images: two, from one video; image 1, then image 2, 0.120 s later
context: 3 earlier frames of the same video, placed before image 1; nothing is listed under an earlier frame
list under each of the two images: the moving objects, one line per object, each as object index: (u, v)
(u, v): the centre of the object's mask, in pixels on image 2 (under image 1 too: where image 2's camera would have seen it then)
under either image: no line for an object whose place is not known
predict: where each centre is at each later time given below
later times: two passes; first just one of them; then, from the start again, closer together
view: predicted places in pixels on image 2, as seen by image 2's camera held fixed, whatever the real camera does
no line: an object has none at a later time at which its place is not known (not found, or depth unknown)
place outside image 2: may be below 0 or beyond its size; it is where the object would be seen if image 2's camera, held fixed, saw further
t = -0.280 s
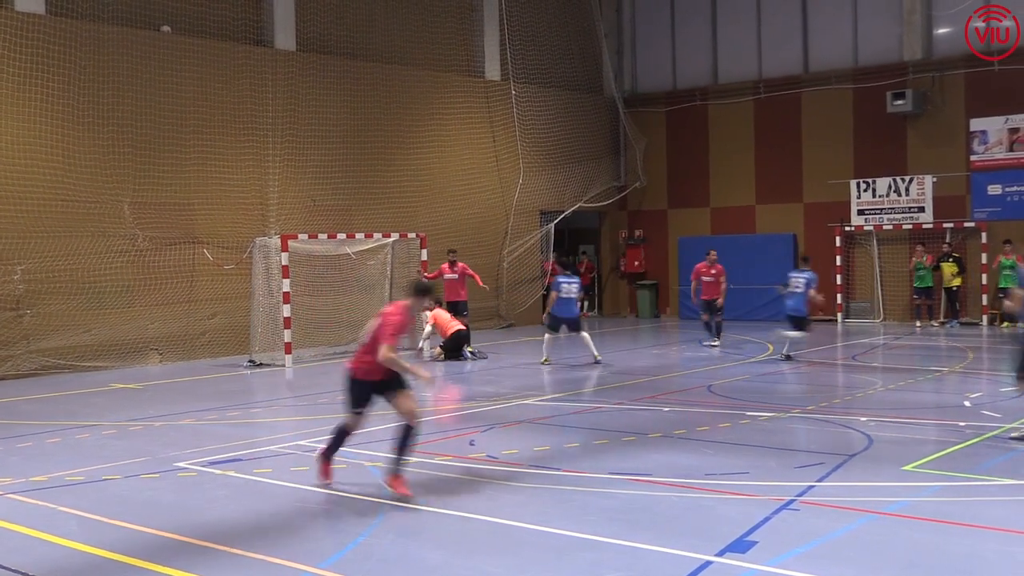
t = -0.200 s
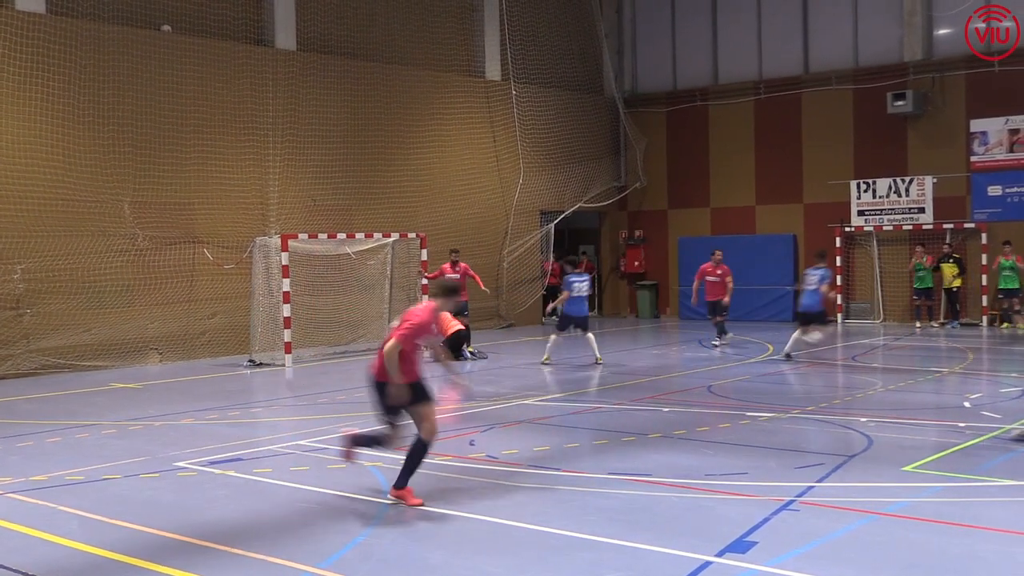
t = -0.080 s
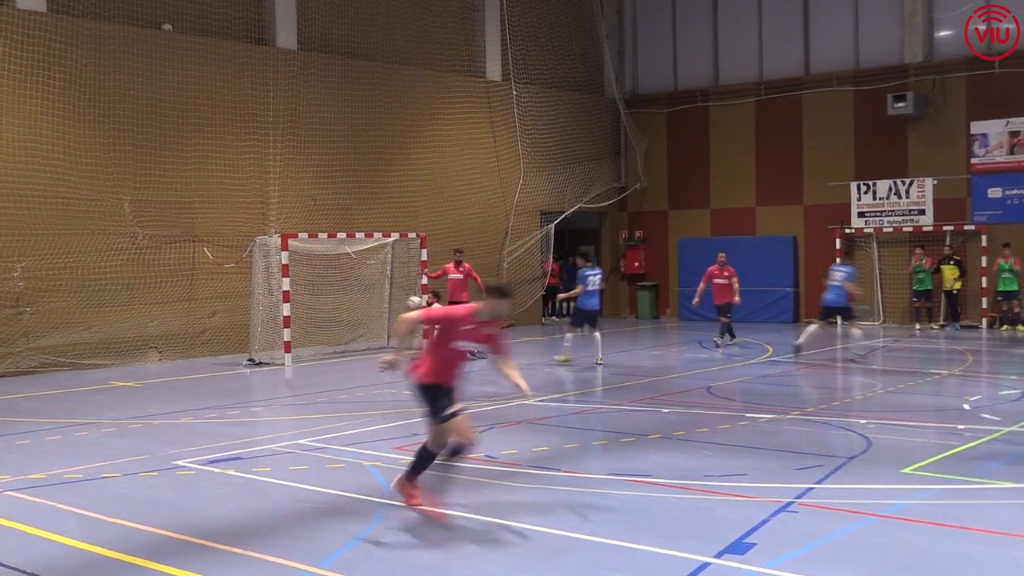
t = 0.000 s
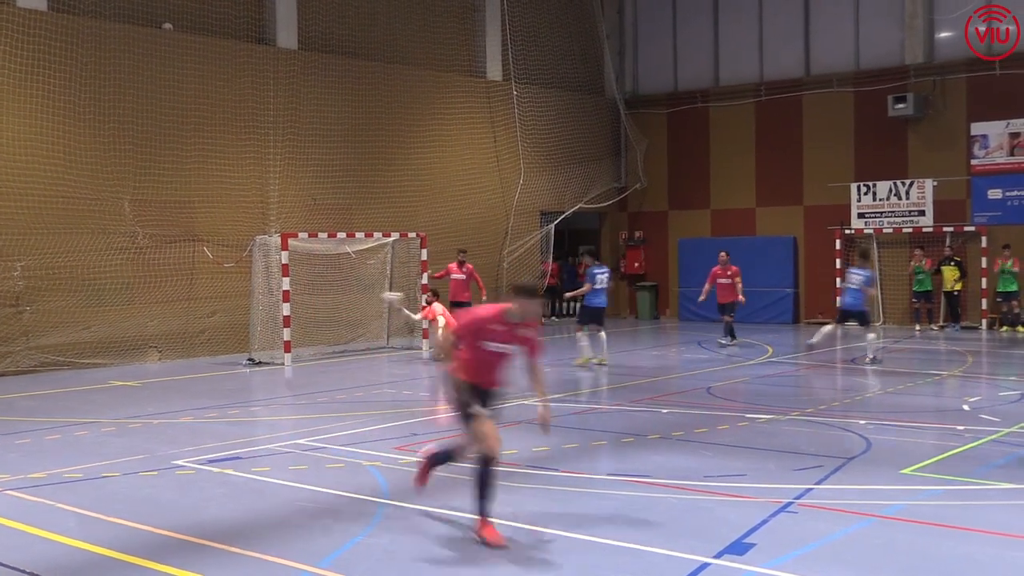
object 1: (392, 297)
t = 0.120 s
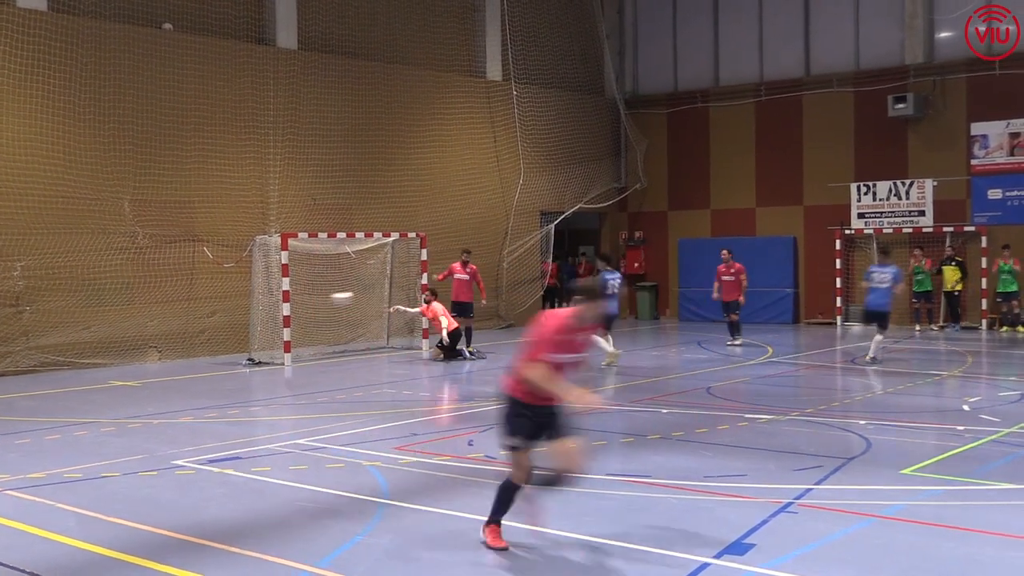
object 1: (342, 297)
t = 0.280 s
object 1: (271, 312)
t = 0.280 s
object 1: (271, 312)
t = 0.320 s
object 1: (253, 319)
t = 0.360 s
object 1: (236, 327)
